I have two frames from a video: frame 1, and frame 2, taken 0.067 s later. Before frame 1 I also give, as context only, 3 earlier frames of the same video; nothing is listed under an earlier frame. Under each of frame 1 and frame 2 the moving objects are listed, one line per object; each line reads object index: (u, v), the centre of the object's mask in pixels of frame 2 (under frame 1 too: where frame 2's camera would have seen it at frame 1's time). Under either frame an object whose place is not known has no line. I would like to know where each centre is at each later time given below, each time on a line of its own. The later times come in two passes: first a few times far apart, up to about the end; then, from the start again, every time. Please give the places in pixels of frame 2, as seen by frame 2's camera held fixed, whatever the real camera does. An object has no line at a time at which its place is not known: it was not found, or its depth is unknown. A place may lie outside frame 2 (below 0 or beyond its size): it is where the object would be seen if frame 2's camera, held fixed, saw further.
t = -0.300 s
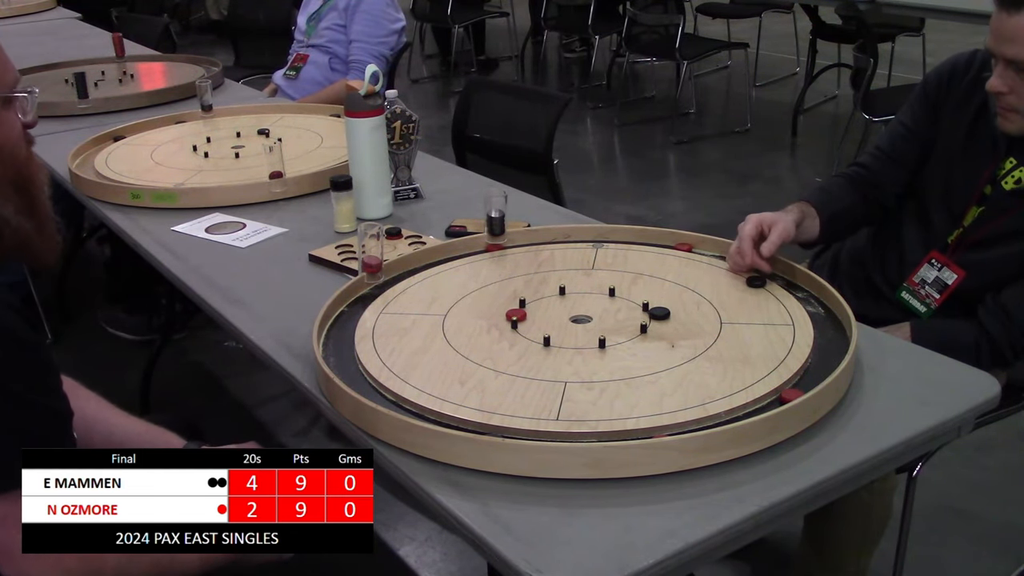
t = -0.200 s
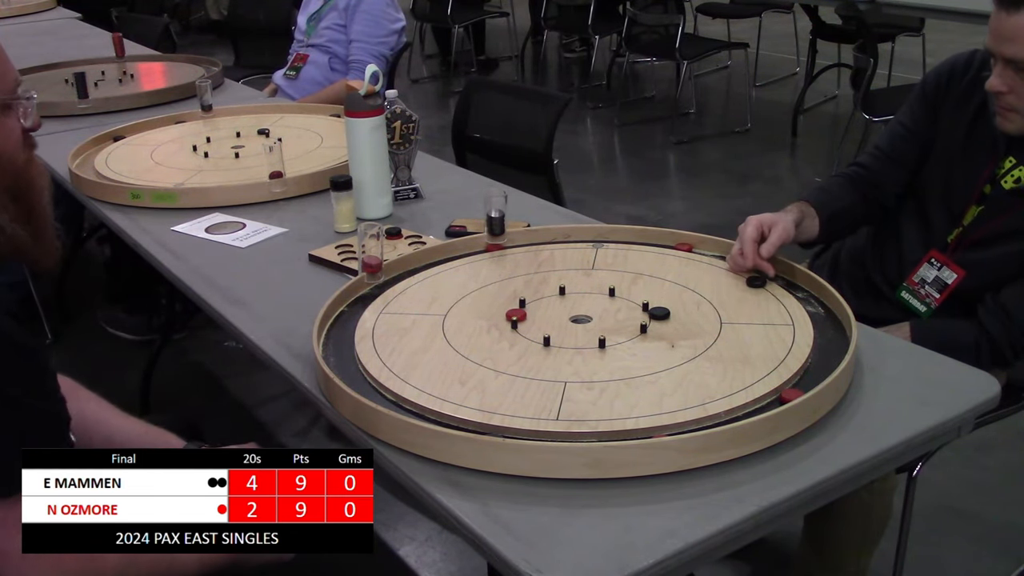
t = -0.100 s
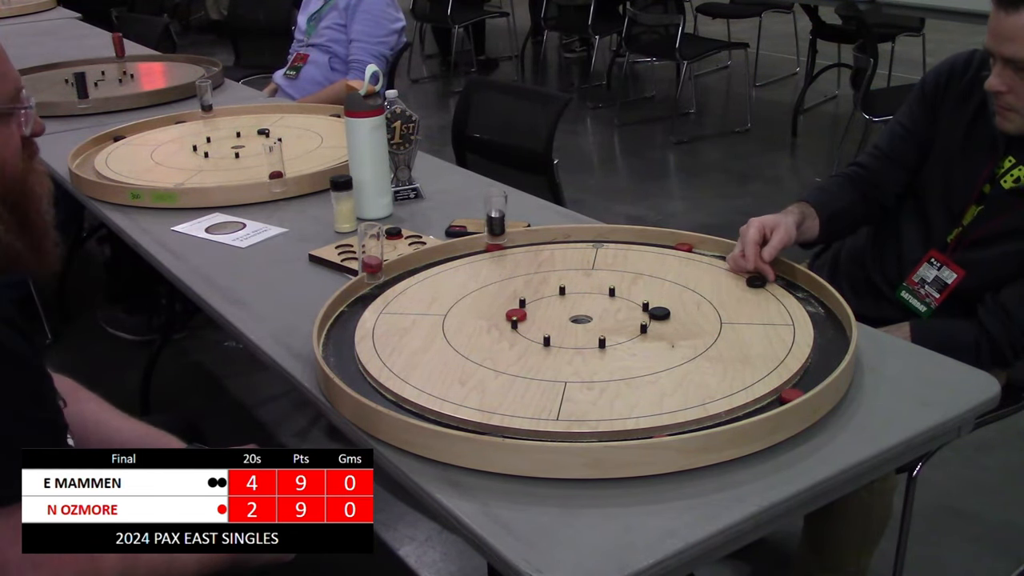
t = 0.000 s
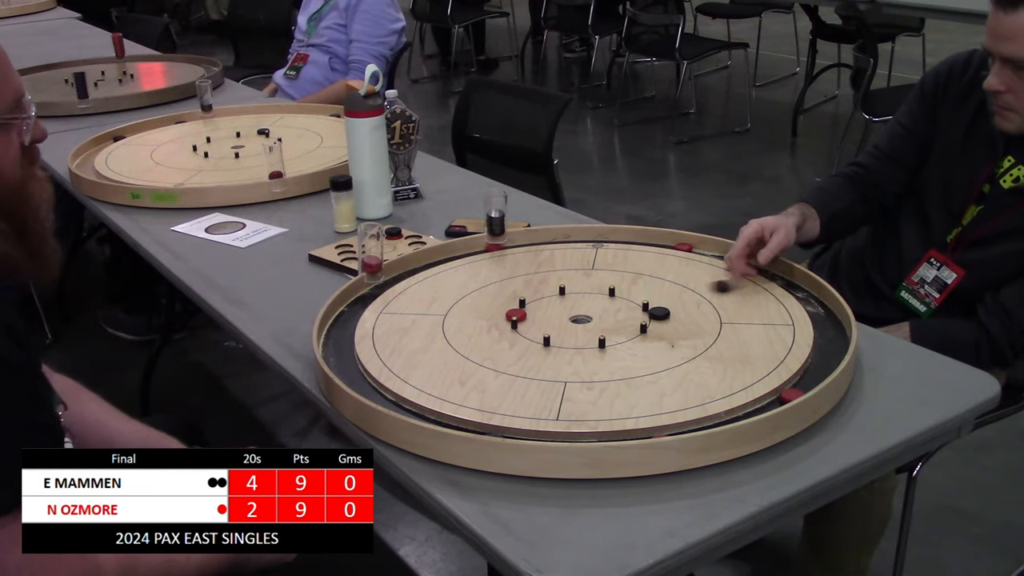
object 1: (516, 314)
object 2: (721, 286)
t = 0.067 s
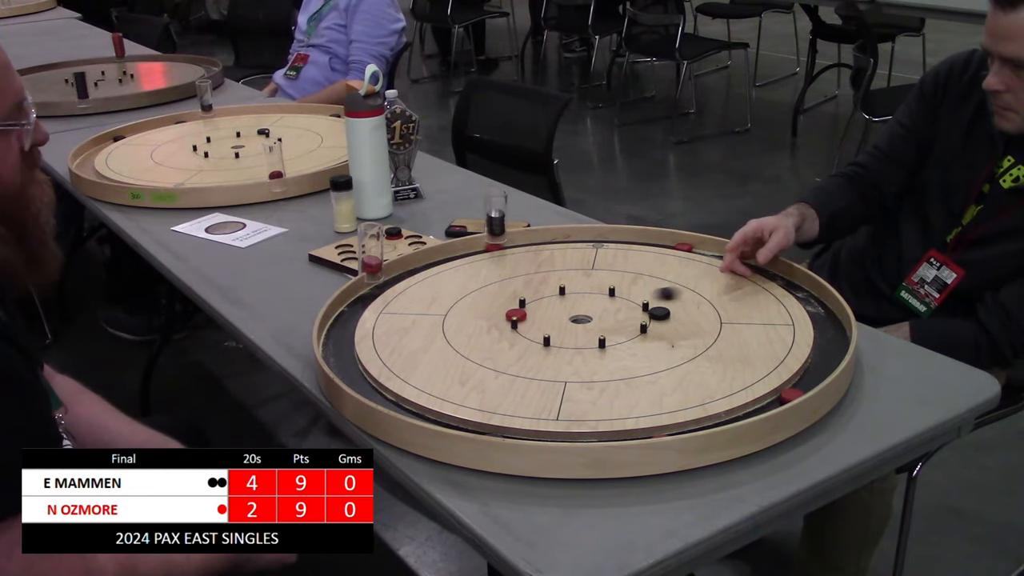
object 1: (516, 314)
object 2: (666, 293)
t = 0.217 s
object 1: (516, 314)
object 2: (543, 309)
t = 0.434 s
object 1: (371, 348)
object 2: (524, 317)
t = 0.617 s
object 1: (337, 366)
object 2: (525, 318)
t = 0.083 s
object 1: (516, 314)
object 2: (653, 295)
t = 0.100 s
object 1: (516, 314)
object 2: (639, 296)
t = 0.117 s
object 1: (516, 314)
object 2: (625, 298)
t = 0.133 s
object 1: (516, 314)
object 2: (612, 301)
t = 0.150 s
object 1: (516, 314)
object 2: (596, 302)
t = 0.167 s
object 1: (516, 314)
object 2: (584, 304)
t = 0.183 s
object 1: (516, 314)
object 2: (570, 305)
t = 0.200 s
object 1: (516, 314)
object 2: (556, 307)
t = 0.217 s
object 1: (516, 314)
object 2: (543, 309)
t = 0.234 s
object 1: (511, 315)
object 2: (527, 312)
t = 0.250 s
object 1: (499, 319)
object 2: (525, 312)
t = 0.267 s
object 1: (488, 322)
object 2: (523, 312)
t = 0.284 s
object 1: (475, 324)
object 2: (523, 312)
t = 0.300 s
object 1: (464, 327)
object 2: (523, 313)
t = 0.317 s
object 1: (453, 329)
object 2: (523, 314)
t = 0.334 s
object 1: (441, 332)
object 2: (524, 314)
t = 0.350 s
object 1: (429, 335)
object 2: (524, 314)
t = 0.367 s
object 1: (418, 337)
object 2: (524, 314)
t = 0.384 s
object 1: (405, 340)
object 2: (524, 316)
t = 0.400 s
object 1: (394, 343)
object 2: (524, 316)
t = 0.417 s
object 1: (383, 345)
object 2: (524, 316)
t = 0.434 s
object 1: (371, 348)
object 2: (524, 317)
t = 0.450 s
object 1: (360, 350)
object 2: (524, 317)
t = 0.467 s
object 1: (348, 354)
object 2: (524, 317)
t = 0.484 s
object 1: (338, 358)
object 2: (524, 317)
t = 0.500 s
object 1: (336, 362)
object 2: (524, 317)
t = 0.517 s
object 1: (341, 363)
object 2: (525, 317)
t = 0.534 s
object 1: (346, 363)
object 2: (525, 318)
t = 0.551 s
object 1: (346, 362)
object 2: (525, 318)
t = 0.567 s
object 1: (343, 364)
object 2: (525, 318)
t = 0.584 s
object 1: (341, 364)
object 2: (525, 318)
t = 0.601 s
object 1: (339, 364)
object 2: (525, 318)
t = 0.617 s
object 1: (337, 366)
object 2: (525, 318)
